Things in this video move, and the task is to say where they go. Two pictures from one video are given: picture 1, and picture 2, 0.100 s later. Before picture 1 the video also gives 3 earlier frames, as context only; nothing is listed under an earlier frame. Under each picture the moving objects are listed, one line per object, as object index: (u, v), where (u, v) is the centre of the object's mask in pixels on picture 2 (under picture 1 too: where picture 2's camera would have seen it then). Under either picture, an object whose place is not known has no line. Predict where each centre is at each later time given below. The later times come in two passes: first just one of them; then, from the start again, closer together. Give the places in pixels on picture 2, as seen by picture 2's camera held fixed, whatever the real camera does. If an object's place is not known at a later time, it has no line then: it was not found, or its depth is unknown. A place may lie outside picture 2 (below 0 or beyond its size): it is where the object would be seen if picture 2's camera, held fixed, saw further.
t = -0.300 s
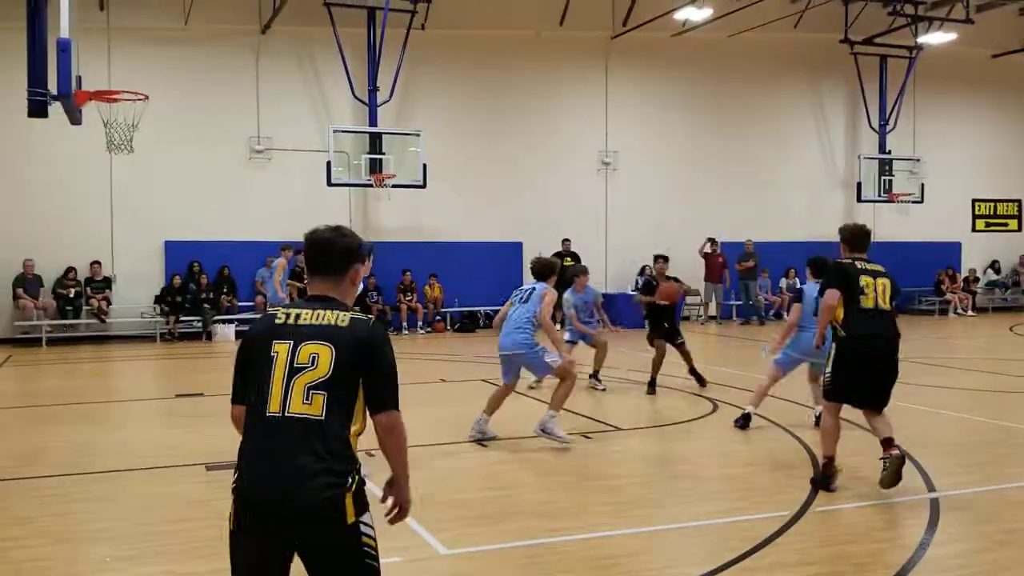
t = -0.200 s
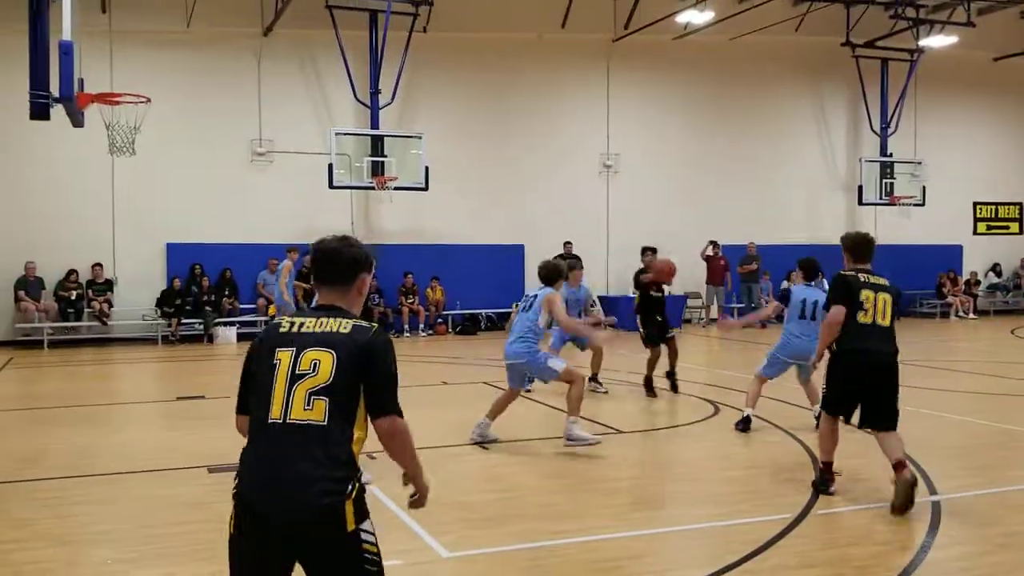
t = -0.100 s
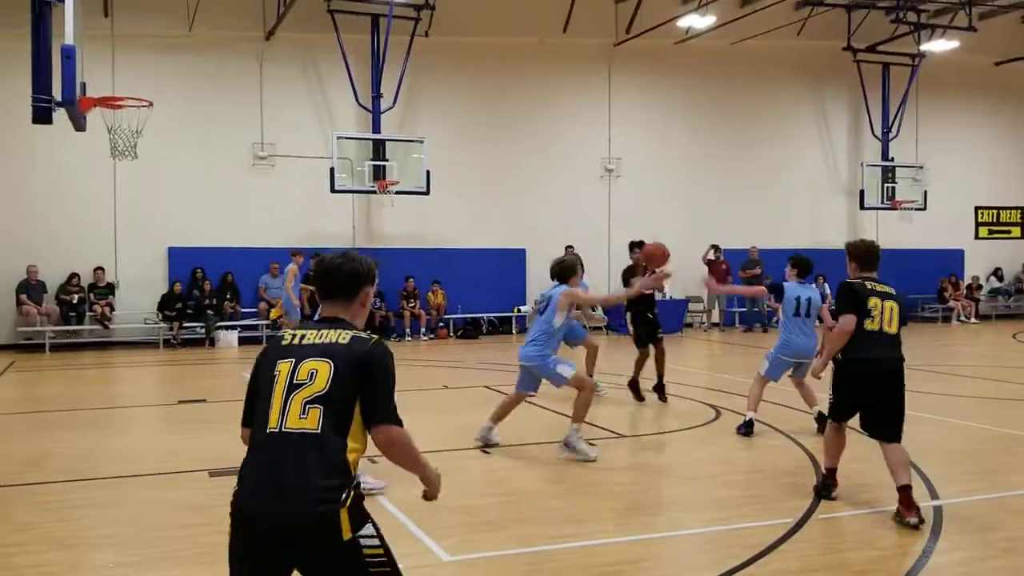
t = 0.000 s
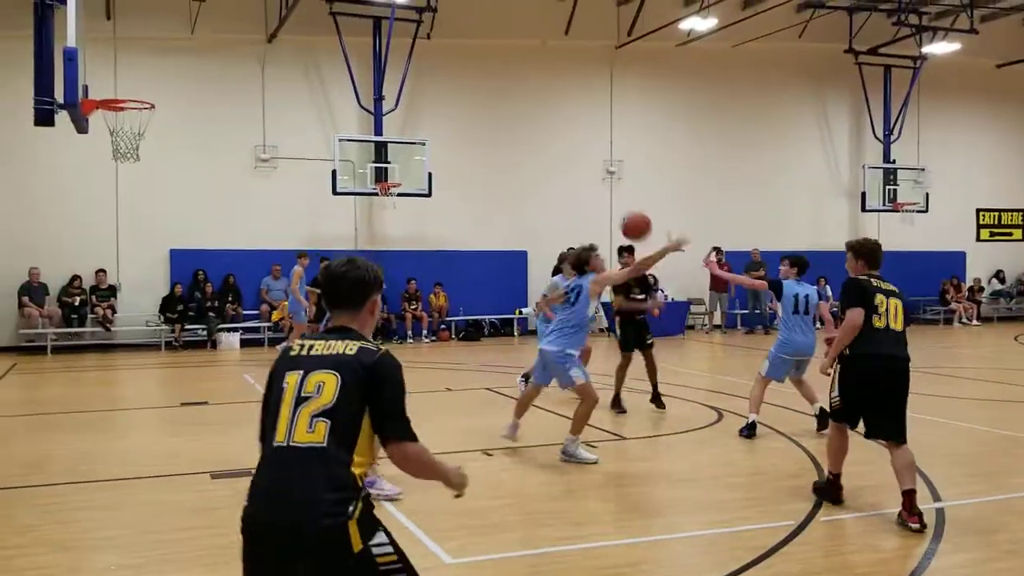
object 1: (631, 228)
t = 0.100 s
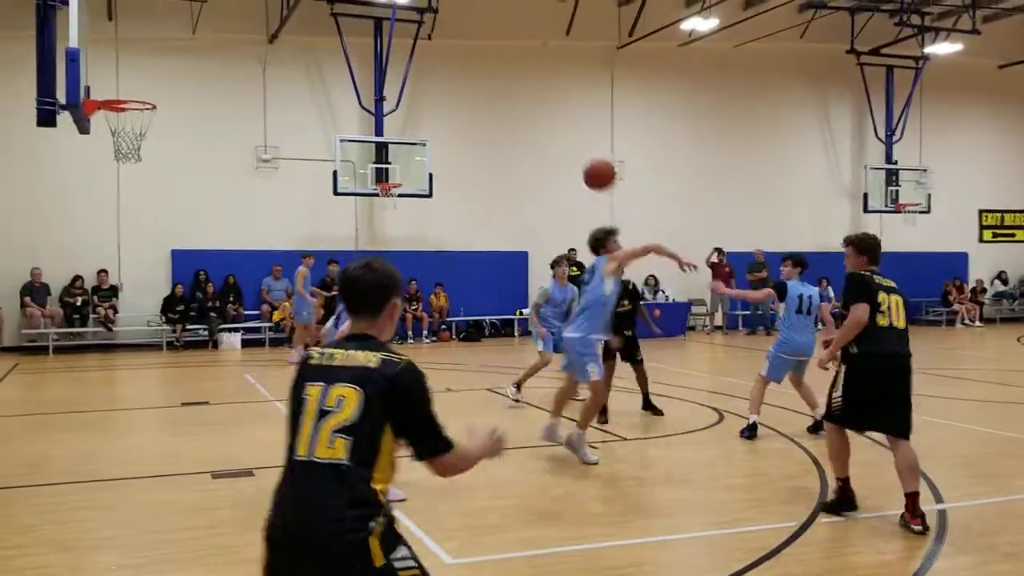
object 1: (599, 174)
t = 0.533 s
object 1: (371, 55)
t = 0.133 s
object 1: (589, 158)
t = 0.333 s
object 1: (498, 85)
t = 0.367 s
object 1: (473, 73)
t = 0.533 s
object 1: (371, 55)
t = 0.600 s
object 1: (323, 66)
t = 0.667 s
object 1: (271, 84)
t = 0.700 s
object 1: (234, 97)
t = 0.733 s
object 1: (204, 116)
